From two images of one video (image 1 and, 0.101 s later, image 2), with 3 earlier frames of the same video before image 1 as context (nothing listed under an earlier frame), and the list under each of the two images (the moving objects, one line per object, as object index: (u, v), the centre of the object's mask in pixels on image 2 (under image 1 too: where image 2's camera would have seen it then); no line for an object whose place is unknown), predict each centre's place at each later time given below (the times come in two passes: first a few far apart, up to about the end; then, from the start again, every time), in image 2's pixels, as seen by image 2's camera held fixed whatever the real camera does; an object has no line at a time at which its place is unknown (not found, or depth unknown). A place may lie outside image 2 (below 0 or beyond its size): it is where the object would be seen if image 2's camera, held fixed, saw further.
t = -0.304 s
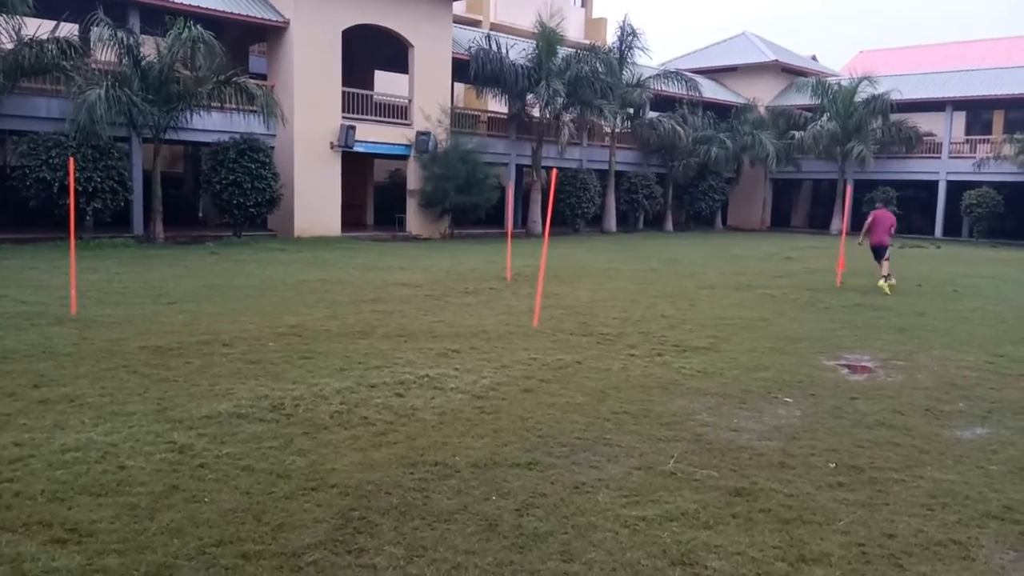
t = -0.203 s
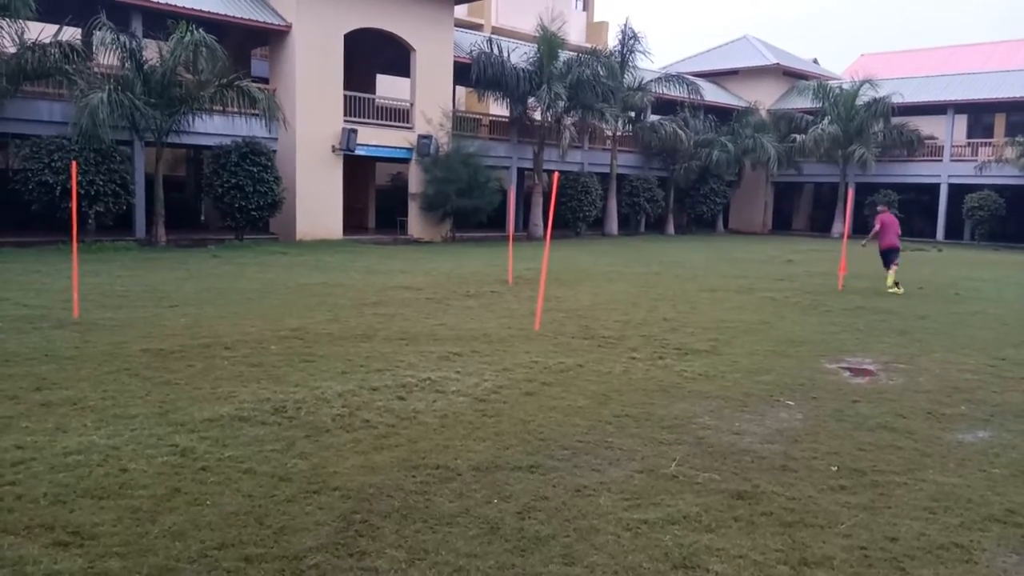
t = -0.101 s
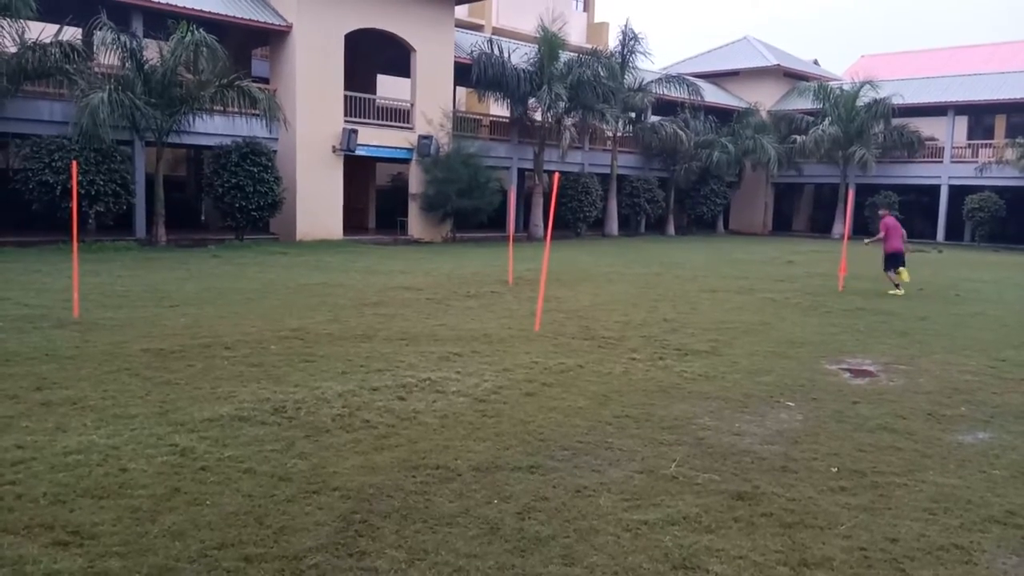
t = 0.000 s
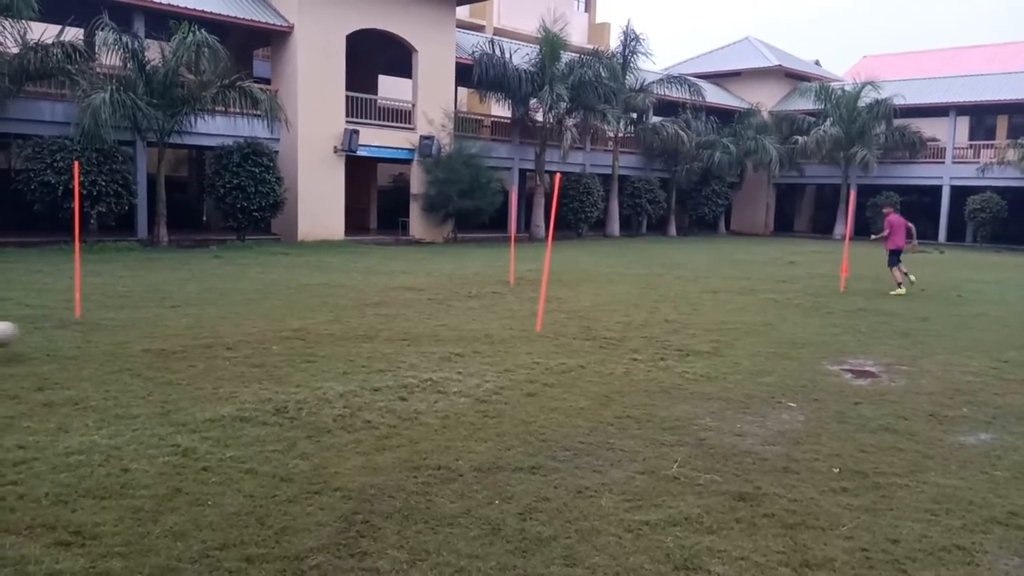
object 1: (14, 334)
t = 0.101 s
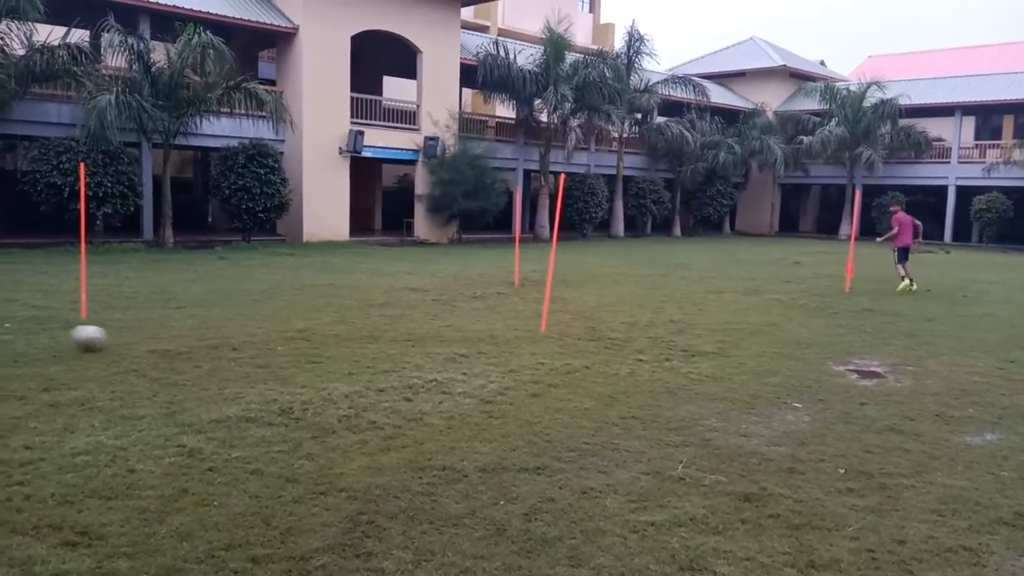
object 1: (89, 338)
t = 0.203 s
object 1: (154, 330)
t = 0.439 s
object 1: (277, 320)
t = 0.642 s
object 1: (360, 311)
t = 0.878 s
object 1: (438, 305)
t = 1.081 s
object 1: (493, 300)
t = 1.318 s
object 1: (544, 294)
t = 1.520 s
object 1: (582, 290)
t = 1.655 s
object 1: (604, 289)
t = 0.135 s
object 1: (113, 337)
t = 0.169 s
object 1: (134, 333)
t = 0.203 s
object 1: (154, 330)
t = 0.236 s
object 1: (173, 327)
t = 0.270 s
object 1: (192, 325)
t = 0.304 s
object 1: (210, 325)
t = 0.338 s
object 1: (228, 324)
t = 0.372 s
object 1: (244, 322)
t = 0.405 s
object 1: (261, 321)
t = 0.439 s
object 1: (277, 320)
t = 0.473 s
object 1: (292, 318)
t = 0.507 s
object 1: (307, 316)
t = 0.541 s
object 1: (321, 315)
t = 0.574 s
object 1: (335, 314)
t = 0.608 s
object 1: (348, 312)
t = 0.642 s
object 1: (360, 311)
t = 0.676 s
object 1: (373, 311)
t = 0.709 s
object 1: (385, 310)
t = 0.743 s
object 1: (396, 309)
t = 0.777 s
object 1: (407, 308)
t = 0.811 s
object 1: (418, 308)
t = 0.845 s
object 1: (428, 307)
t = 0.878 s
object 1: (438, 305)
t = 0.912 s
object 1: (448, 304)
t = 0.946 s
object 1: (457, 303)
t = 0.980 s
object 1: (467, 304)
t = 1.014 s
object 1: (475, 302)
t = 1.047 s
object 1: (484, 300)
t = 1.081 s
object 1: (493, 300)
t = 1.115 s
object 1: (501, 299)
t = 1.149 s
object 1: (509, 299)
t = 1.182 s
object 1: (517, 297)
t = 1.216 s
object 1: (524, 296)
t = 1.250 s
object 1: (531, 296)
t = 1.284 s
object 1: (537, 296)
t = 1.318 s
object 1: (544, 294)
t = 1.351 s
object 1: (552, 292)
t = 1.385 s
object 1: (558, 292)
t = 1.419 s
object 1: (564, 292)
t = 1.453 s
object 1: (570, 292)
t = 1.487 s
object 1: (576, 292)
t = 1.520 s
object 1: (582, 290)
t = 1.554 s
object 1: (587, 289)
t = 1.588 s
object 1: (593, 289)
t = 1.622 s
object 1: (599, 289)
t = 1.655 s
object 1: (604, 289)
